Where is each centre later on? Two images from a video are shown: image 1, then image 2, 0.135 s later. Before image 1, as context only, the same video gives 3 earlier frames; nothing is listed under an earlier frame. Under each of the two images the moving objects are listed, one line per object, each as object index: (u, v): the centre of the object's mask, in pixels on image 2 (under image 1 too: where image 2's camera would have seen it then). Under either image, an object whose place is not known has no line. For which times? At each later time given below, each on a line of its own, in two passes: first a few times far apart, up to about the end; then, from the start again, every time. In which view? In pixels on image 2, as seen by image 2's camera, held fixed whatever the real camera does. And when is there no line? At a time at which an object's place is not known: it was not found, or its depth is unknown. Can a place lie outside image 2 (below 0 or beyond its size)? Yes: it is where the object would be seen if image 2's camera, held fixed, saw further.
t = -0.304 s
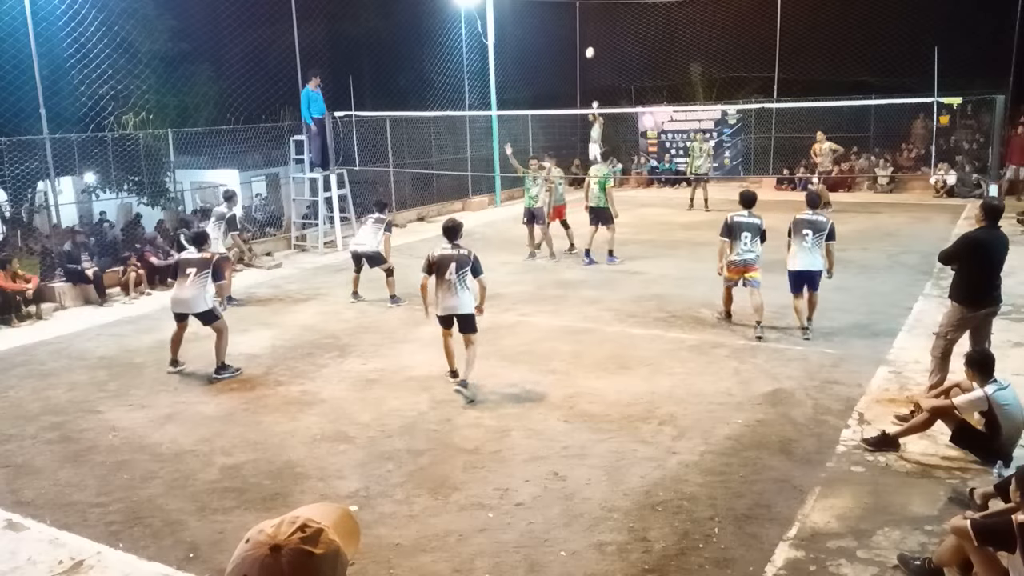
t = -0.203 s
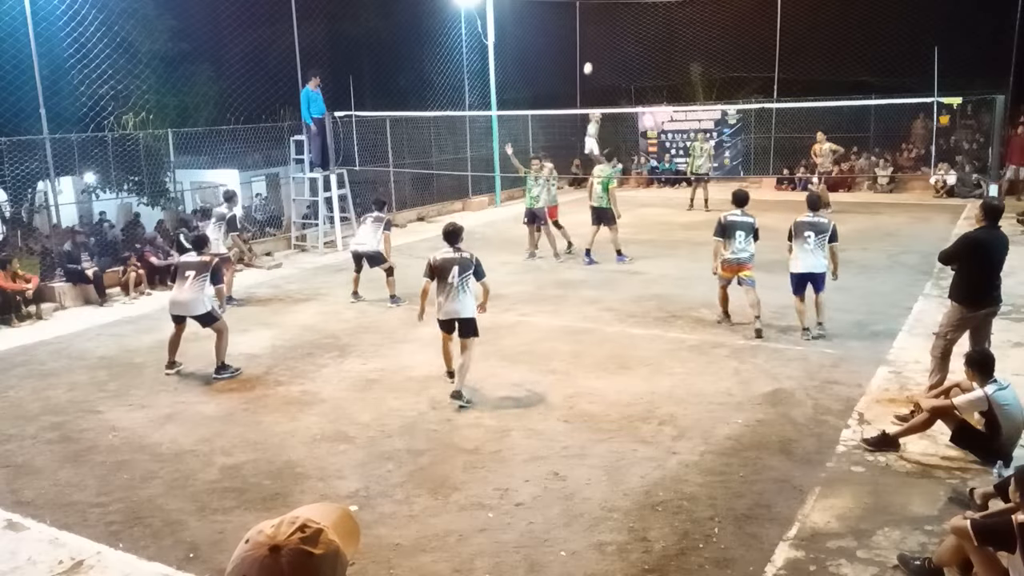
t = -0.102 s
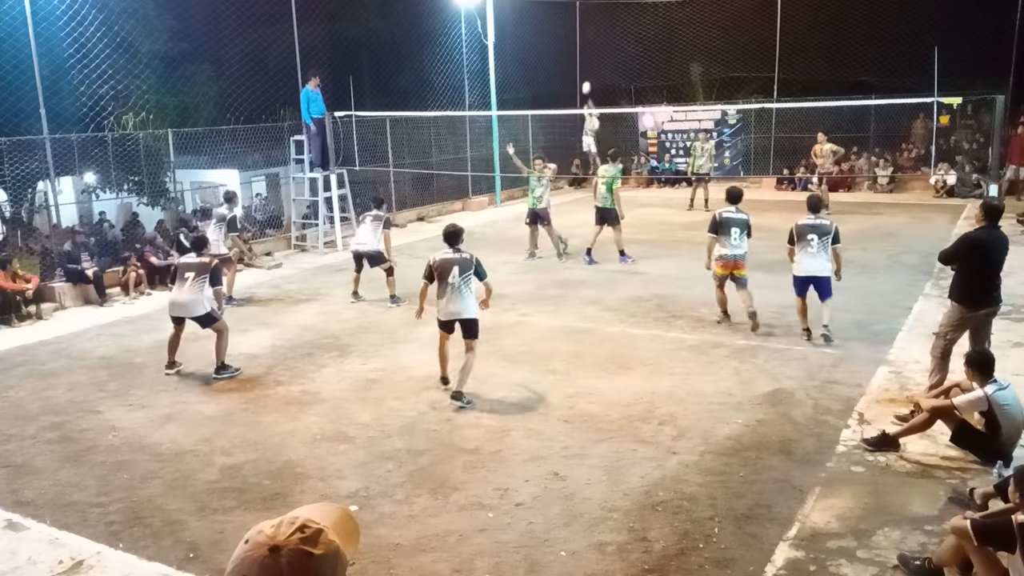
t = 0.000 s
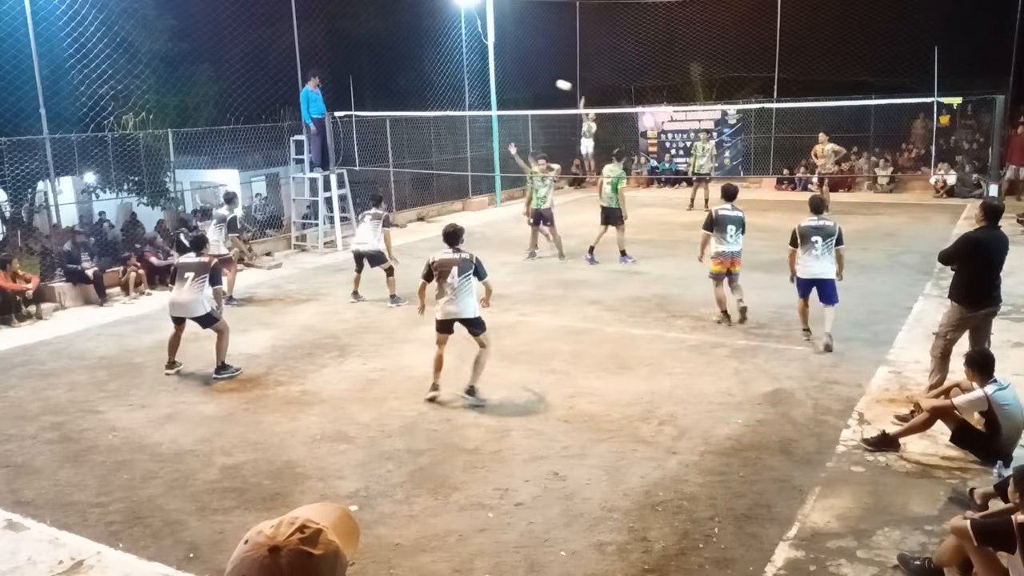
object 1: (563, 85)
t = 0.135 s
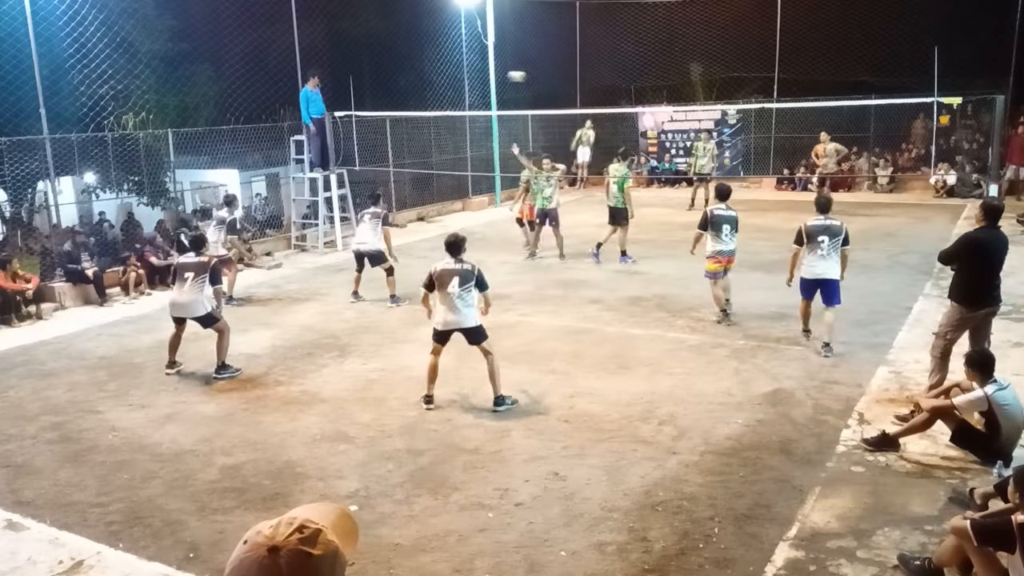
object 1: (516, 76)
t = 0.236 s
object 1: (476, 78)
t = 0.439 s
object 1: (383, 107)
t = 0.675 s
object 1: (386, 164)
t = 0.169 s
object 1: (504, 76)
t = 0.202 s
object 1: (490, 76)
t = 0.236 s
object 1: (476, 78)
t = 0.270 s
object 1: (461, 81)
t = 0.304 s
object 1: (446, 84)
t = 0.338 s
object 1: (431, 89)
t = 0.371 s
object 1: (415, 95)
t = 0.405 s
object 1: (399, 101)
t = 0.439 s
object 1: (383, 107)
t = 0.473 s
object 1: (364, 118)
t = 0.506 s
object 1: (352, 125)
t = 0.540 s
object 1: (352, 130)
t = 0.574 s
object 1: (359, 137)
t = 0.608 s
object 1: (367, 146)
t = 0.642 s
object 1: (377, 155)
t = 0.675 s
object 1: (386, 164)
